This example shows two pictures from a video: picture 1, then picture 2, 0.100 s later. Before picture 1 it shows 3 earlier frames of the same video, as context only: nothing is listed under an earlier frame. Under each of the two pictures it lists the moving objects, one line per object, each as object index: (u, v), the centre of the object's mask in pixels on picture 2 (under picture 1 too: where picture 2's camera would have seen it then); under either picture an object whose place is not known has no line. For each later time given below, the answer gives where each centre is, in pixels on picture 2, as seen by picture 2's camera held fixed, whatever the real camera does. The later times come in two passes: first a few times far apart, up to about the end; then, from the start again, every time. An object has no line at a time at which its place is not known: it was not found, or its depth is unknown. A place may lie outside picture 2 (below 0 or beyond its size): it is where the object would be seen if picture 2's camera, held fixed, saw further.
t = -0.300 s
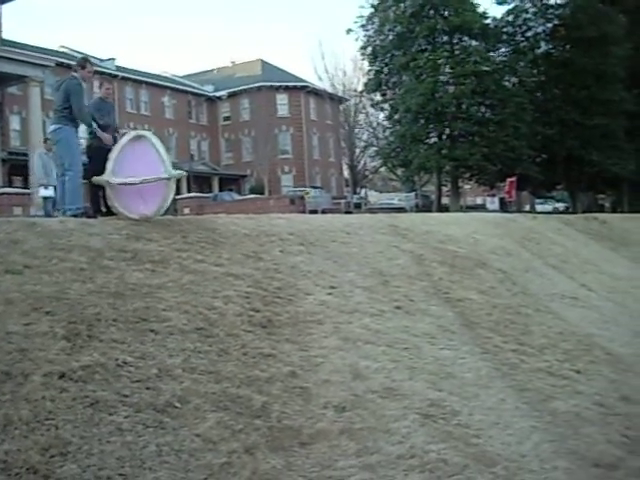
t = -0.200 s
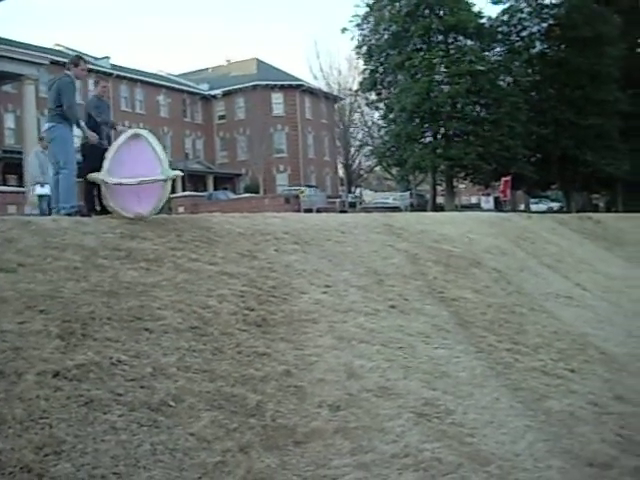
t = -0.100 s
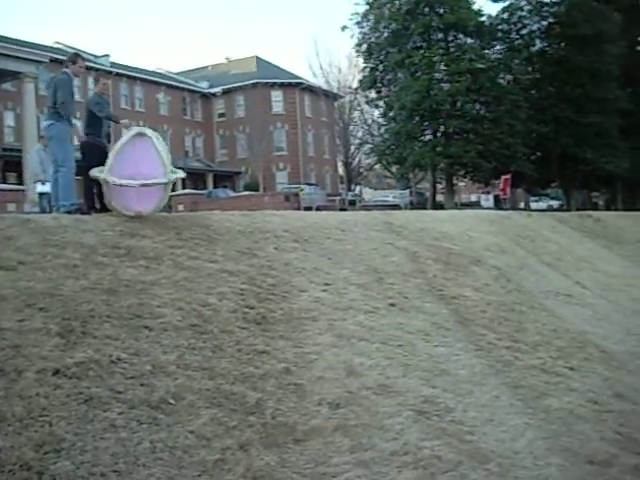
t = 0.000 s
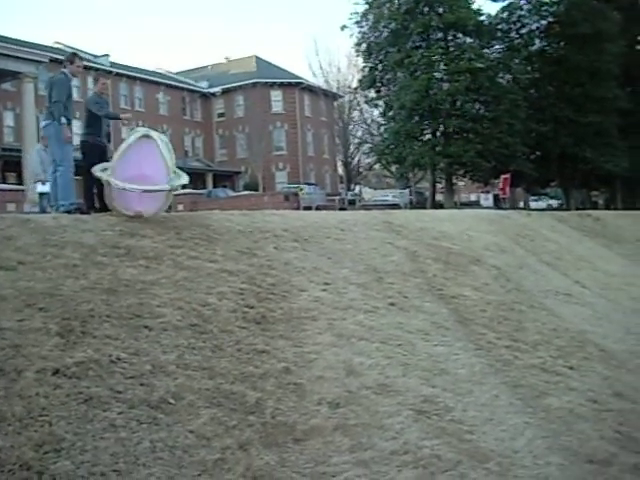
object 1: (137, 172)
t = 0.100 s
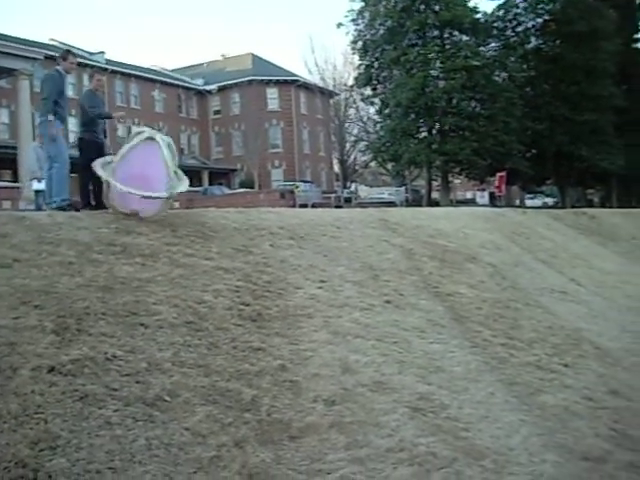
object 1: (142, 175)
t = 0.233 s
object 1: (151, 177)
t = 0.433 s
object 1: (165, 184)
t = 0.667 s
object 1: (189, 194)
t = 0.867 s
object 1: (216, 203)
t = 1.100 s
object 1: (257, 218)
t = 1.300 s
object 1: (298, 237)
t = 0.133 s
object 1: (144, 175)
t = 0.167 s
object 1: (146, 176)
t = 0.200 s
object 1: (148, 177)
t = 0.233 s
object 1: (151, 177)
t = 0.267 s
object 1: (153, 179)
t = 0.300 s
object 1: (156, 179)
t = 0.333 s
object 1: (158, 181)
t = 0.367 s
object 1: (160, 181)
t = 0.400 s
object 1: (163, 183)
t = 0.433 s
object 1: (165, 184)
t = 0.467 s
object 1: (168, 185)
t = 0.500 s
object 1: (170, 186)
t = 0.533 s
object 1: (174, 187)
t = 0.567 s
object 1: (177, 188)
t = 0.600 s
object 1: (180, 190)
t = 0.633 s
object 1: (185, 192)
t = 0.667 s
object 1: (189, 194)
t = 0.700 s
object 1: (194, 196)
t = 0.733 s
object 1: (198, 197)
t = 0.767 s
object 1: (202, 198)
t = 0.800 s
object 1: (207, 199)
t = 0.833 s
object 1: (211, 201)
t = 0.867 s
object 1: (216, 203)
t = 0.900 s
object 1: (221, 205)
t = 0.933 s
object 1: (226, 207)
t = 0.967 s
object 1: (232, 208)
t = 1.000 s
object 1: (238, 211)
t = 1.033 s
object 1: (244, 214)
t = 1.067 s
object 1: (250, 216)
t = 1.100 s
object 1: (257, 218)
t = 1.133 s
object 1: (264, 219)
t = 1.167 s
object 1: (270, 221)
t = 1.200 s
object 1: (277, 225)
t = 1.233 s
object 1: (284, 229)
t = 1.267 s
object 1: (291, 233)
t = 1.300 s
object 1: (298, 237)
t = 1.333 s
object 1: (306, 237)
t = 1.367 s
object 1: (314, 237)
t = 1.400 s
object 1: (322, 239)
